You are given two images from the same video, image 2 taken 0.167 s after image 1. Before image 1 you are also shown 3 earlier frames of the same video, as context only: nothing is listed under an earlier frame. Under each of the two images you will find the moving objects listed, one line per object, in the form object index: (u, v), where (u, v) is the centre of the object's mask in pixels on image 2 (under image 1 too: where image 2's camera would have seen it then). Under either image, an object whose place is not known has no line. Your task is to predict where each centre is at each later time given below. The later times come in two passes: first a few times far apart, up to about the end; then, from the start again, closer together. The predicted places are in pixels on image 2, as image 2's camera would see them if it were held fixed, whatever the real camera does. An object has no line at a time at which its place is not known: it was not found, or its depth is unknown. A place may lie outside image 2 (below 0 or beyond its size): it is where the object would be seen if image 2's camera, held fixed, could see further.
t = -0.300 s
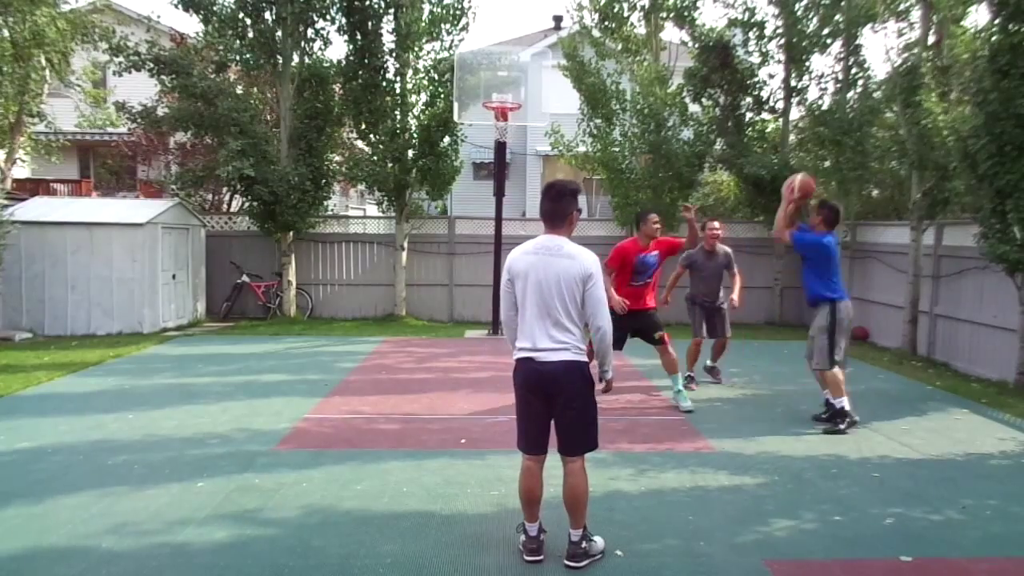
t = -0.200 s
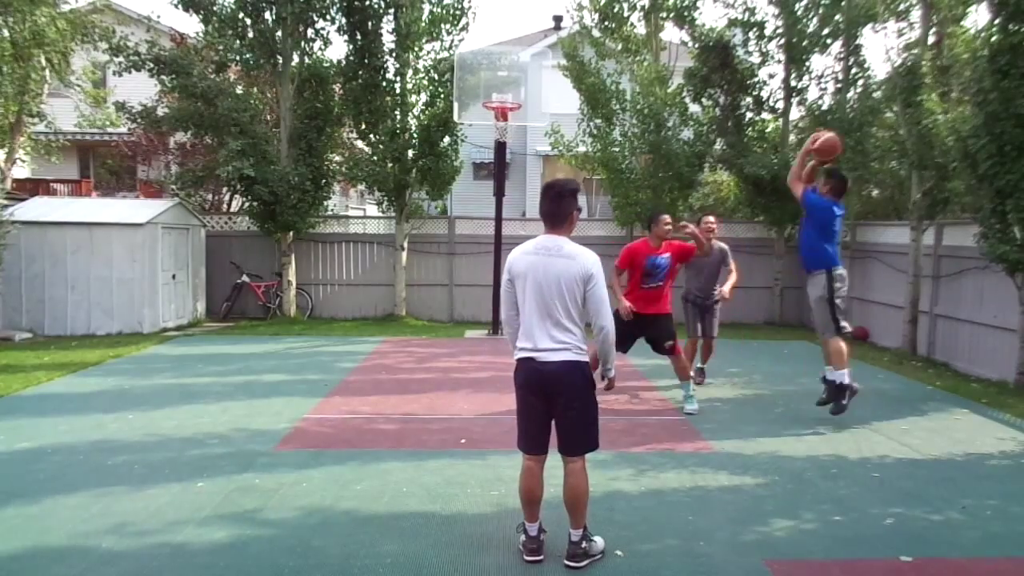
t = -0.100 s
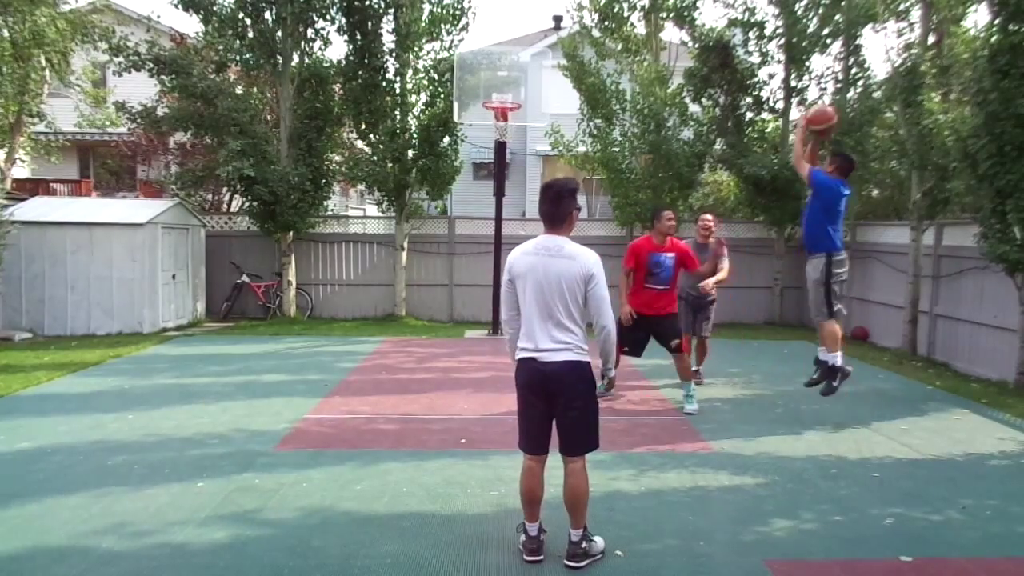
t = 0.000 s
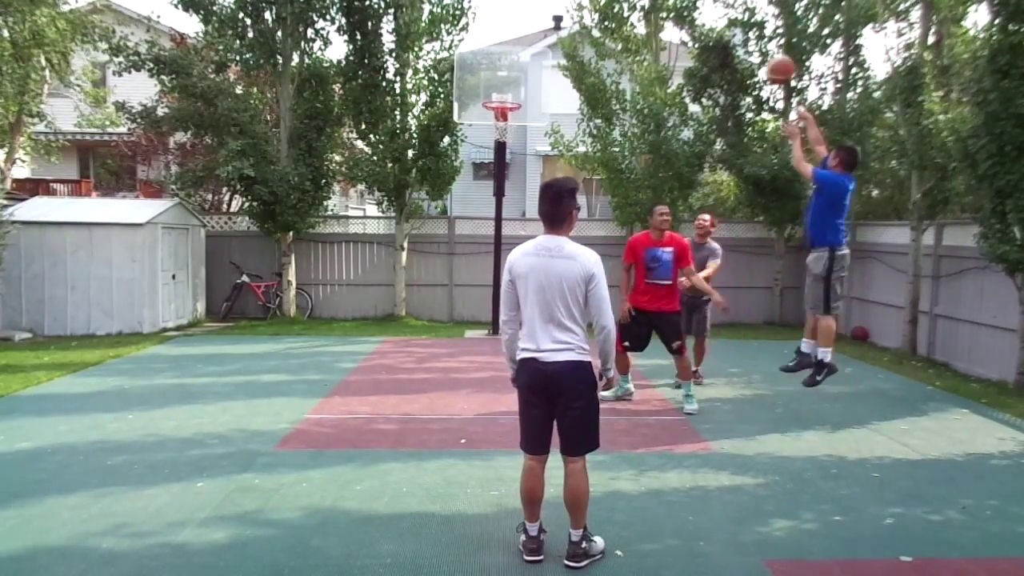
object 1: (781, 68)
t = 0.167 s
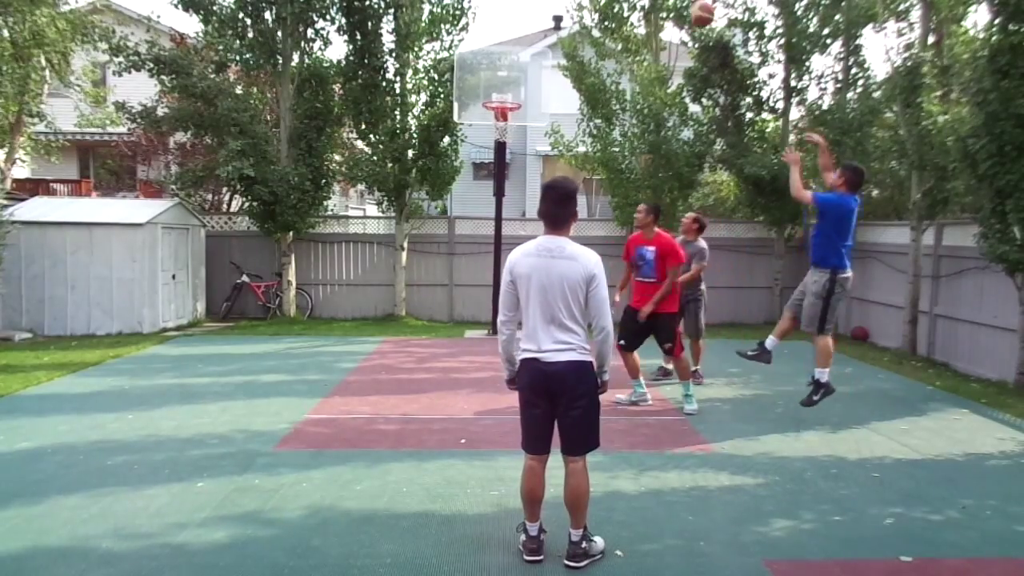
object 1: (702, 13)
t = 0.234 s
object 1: (681, 5)
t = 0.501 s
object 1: (582, 8)
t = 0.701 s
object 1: (526, 51)
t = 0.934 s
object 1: (505, 96)
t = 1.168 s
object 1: (526, 80)
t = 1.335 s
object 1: (536, 90)
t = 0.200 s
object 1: (689, 10)
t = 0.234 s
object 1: (681, 5)
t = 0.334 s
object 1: (636, 4)
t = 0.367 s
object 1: (628, 3)
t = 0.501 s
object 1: (582, 8)
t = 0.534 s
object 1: (573, 13)
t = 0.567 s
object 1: (562, 19)
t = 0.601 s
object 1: (553, 26)
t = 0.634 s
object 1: (543, 34)
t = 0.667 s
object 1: (534, 43)
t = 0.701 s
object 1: (526, 51)
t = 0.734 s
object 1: (517, 62)
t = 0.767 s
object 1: (509, 73)
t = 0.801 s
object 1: (502, 83)
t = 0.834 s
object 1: (494, 93)
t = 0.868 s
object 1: (494, 98)
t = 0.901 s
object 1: (501, 98)
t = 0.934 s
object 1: (505, 96)
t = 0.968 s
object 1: (514, 96)
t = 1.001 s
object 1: (516, 93)
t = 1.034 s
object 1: (517, 89)
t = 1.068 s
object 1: (519, 85)
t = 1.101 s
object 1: (522, 84)
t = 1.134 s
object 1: (524, 81)
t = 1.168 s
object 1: (526, 80)
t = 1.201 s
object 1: (528, 80)
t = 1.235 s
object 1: (530, 82)
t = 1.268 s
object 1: (532, 84)
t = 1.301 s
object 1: (534, 86)
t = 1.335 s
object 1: (536, 90)
